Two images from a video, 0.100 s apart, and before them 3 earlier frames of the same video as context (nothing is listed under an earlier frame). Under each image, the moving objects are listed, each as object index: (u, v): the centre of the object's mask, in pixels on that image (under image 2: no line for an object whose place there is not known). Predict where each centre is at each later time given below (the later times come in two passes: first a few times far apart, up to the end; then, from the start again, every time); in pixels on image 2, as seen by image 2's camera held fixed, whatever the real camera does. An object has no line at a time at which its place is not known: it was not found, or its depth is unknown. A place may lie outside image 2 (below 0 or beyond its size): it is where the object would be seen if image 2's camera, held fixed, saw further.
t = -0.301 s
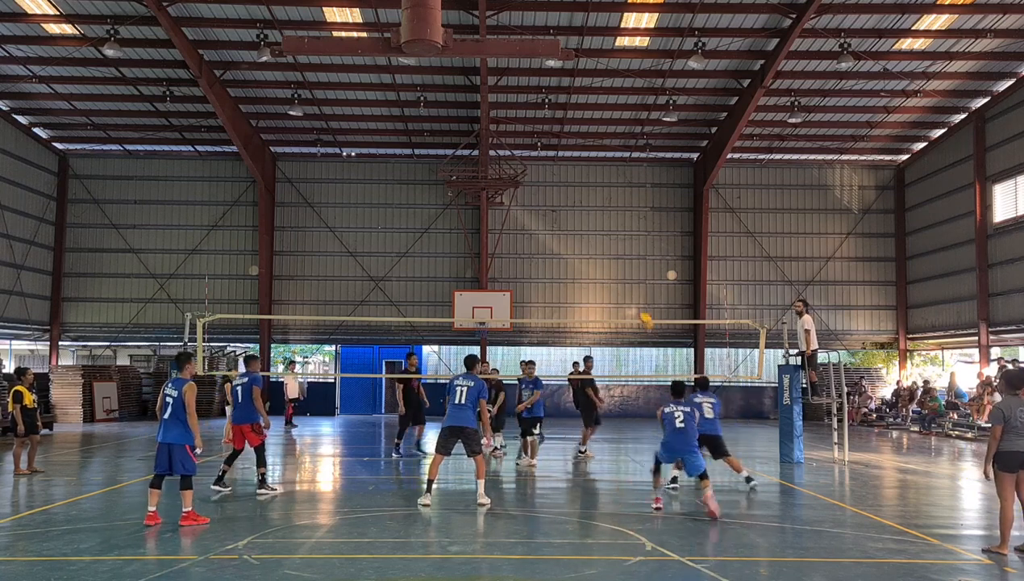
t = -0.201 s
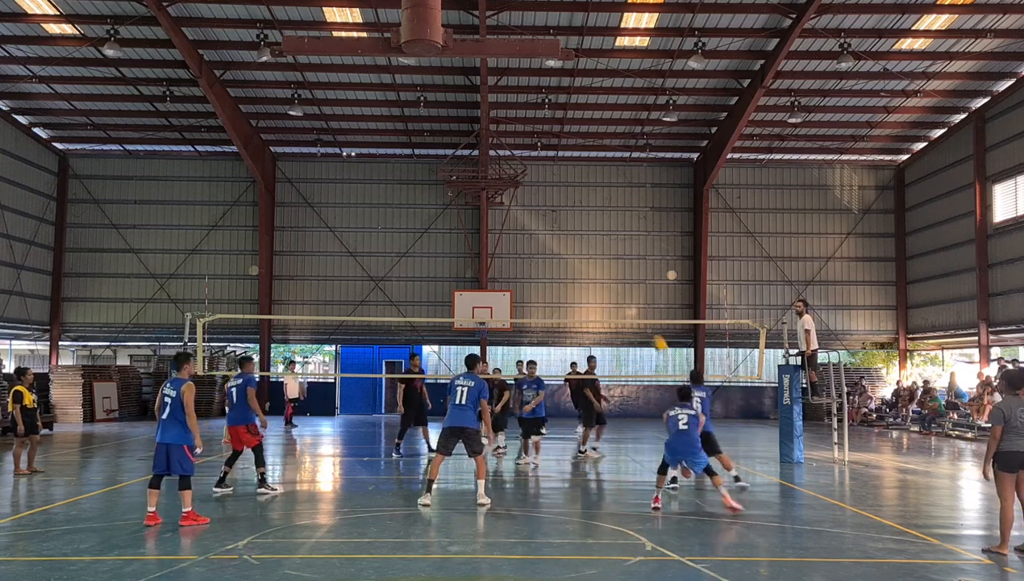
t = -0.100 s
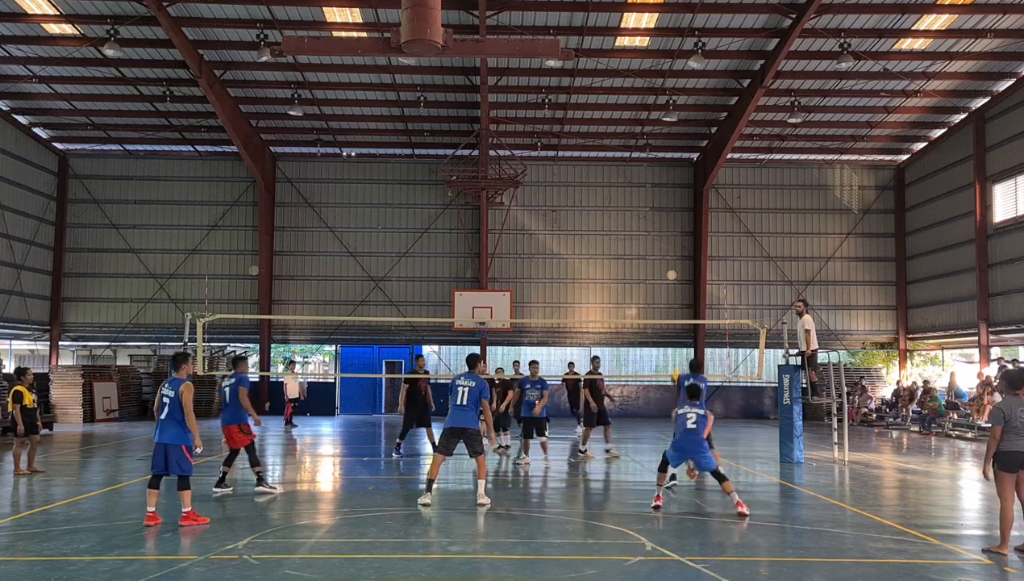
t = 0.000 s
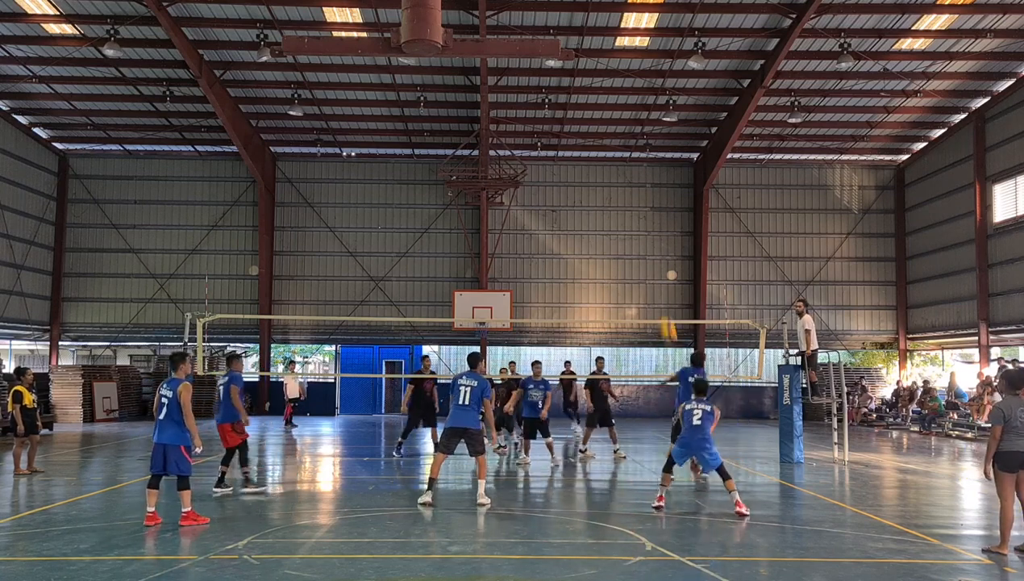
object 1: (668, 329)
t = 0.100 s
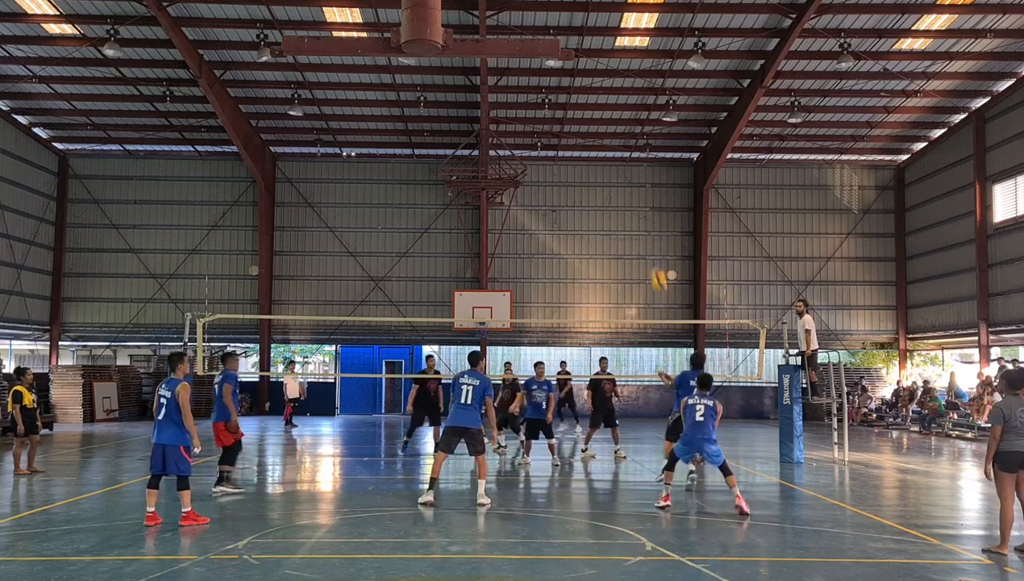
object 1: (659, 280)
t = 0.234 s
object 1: (646, 225)
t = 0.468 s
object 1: (626, 165)
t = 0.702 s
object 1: (609, 143)
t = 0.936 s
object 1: (593, 156)
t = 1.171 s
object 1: (578, 201)
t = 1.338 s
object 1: (567, 253)
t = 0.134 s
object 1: (655, 264)
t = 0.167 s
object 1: (652, 250)
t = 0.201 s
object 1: (649, 237)
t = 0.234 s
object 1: (646, 225)
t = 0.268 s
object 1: (643, 213)
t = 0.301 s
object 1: (640, 204)
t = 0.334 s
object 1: (637, 194)
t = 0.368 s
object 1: (634, 186)
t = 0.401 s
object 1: (631, 178)
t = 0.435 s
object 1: (629, 172)
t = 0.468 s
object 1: (626, 165)
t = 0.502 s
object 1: (624, 161)
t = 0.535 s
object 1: (621, 155)
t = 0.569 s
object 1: (619, 152)
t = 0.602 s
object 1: (616, 148)
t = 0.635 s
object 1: (614, 146)
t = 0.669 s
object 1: (612, 144)
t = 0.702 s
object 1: (609, 143)
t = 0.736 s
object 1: (607, 143)
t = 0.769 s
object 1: (604, 144)
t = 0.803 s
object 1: (602, 145)
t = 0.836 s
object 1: (600, 146)
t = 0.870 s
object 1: (598, 149)
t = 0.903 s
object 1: (596, 152)
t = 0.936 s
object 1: (593, 156)
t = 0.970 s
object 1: (591, 161)
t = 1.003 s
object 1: (589, 166)
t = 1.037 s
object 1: (587, 172)
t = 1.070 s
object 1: (584, 178)
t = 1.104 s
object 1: (582, 185)
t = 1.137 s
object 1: (580, 193)
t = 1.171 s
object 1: (578, 201)
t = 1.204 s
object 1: (575, 210)
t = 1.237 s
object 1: (573, 219)
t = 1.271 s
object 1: (571, 229)
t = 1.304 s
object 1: (568, 241)
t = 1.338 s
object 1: (567, 253)
